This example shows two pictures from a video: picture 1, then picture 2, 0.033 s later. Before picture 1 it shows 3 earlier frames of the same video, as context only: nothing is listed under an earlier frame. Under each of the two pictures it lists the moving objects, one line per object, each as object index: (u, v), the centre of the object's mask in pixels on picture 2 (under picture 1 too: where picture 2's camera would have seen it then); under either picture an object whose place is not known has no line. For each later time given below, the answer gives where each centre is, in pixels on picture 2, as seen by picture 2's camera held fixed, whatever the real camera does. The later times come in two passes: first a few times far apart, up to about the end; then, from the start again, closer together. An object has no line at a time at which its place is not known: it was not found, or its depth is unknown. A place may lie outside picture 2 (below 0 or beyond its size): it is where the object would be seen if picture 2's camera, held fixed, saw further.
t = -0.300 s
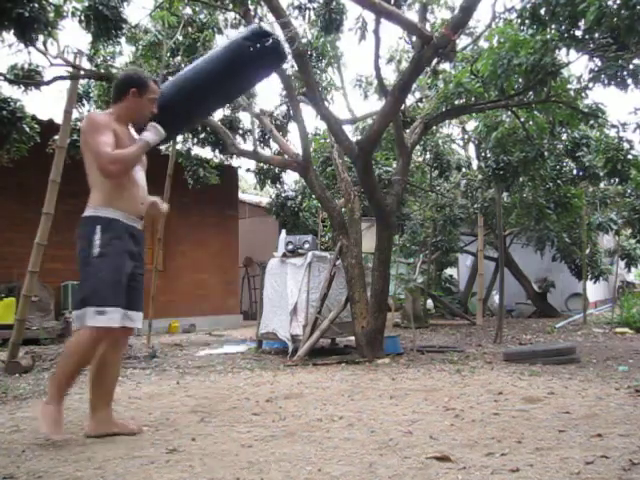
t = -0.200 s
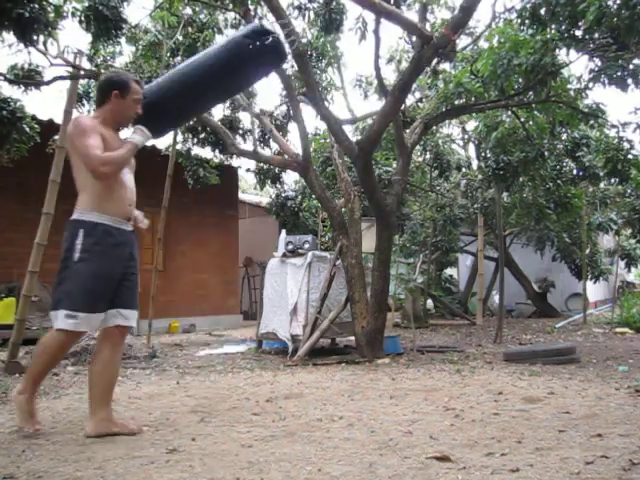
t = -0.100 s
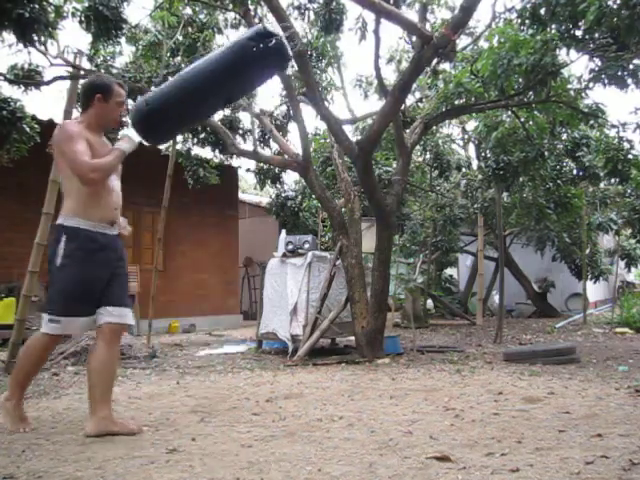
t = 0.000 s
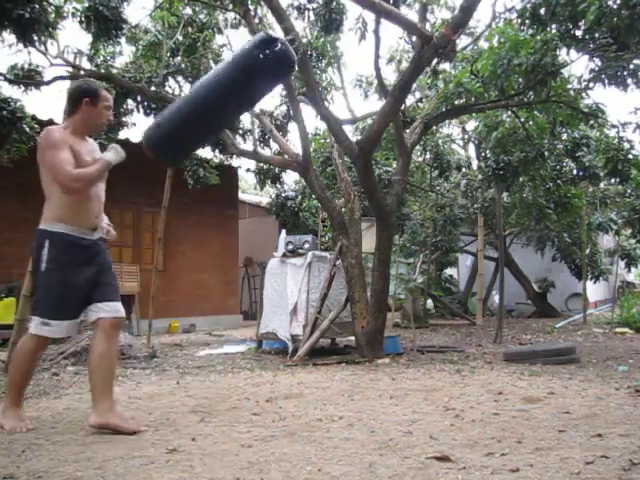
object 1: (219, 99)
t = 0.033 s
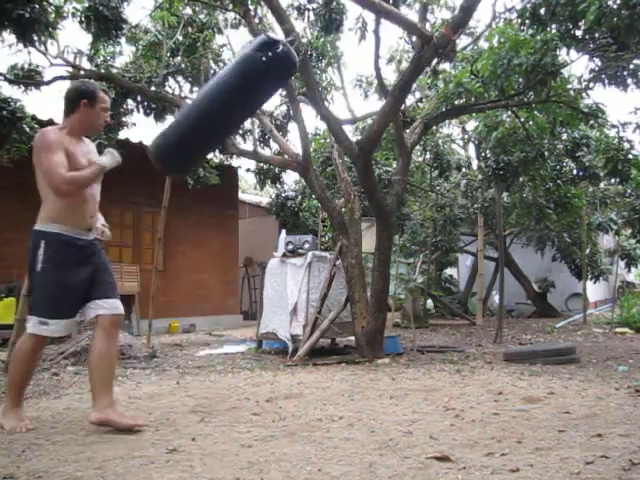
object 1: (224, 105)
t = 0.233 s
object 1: (284, 143)
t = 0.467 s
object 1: (402, 137)
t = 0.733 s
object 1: (477, 78)
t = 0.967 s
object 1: (480, 72)
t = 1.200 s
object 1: (440, 116)
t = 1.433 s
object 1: (343, 151)
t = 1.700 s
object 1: (240, 117)
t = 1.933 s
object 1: (212, 90)
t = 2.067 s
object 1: (214, 93)
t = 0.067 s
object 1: (229, 113)
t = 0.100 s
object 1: (237, 118)
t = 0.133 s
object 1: (246, 123)
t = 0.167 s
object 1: (256, 132)
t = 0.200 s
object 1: (269, 139)
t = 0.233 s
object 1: (284, 143)
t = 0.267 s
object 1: (299, 147)
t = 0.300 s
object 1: (315, 148)
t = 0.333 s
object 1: (333, 150)
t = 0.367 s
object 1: (352, 150)
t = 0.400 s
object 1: (369, 145)
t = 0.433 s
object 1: (384, 144)
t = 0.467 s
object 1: (402, 137)
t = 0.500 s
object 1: (416, 129)
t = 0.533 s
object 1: (430, 121)
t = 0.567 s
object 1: (442, 113)
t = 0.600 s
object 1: (452, 105)
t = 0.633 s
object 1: (462, 98)
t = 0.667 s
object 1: (468, 90)
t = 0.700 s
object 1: (472, 83)
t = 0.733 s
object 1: (477, 78)
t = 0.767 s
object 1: (480, 73)
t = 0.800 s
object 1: (482, 70)
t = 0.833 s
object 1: (484, 68)
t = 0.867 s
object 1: (484, 68)
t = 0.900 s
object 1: (483, 68)
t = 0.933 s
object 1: (482, 69)
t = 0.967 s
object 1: (480, 72)
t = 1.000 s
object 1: (478, 76)
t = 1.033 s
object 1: (474, 82)
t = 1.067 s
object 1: (470, 86)
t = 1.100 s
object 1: (464, 93)
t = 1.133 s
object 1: (459, 102)
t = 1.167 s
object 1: (450, 109)
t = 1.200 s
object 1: (440, 116)
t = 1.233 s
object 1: (429, 123)
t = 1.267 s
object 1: (417, 130)
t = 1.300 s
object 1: (404, 137)
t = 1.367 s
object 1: (374, 146)
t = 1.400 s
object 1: (358, 150)
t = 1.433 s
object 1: (343, 151)
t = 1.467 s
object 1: (327, 149)
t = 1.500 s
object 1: (310, 149)
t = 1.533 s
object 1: (296, 146)
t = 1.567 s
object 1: (282, 142)
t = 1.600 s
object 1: (268, 137)
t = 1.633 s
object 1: (257, 131)
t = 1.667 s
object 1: (247, 124)
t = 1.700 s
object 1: (240, 117)
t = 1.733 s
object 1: (233, 113)
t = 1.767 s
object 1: (226, 108)
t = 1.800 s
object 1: (221, 104)
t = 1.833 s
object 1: (218, 99)
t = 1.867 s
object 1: (215, 95)
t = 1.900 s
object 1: (213, 92)
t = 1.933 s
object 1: (212, 90)
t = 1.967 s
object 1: (212, 90)
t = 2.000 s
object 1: (212, 90)
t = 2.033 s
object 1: (213, 91)
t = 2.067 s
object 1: (214, 93)
